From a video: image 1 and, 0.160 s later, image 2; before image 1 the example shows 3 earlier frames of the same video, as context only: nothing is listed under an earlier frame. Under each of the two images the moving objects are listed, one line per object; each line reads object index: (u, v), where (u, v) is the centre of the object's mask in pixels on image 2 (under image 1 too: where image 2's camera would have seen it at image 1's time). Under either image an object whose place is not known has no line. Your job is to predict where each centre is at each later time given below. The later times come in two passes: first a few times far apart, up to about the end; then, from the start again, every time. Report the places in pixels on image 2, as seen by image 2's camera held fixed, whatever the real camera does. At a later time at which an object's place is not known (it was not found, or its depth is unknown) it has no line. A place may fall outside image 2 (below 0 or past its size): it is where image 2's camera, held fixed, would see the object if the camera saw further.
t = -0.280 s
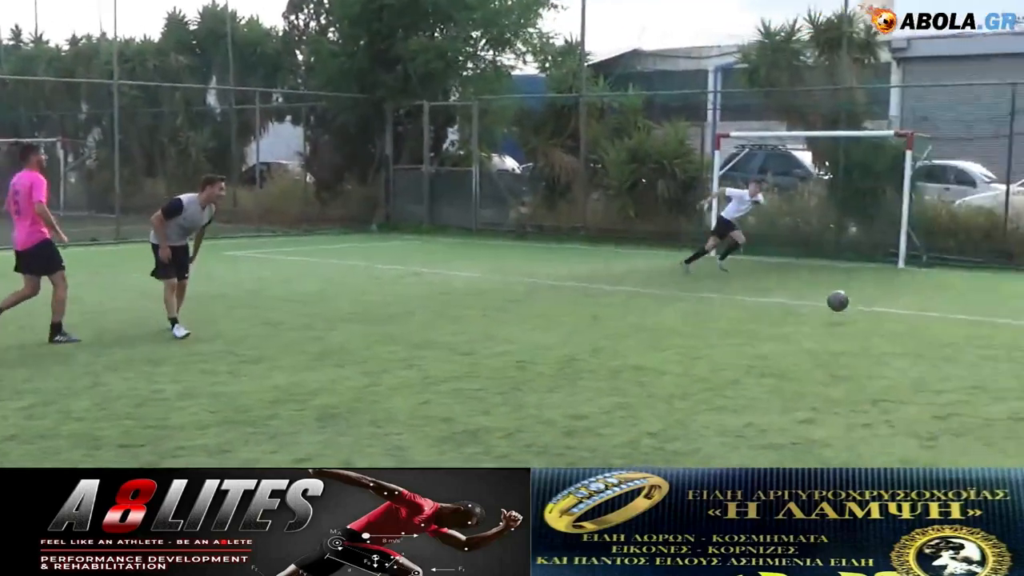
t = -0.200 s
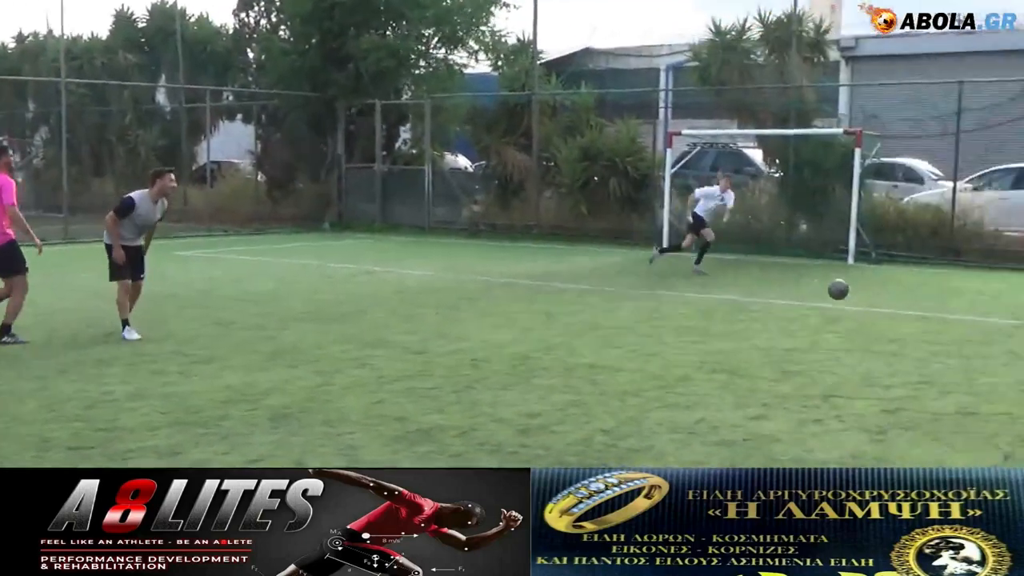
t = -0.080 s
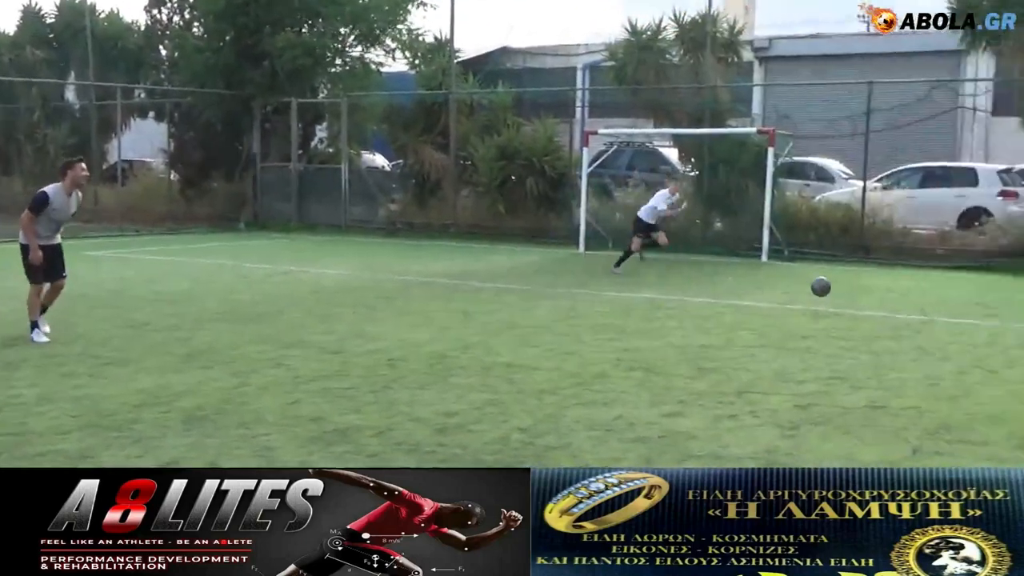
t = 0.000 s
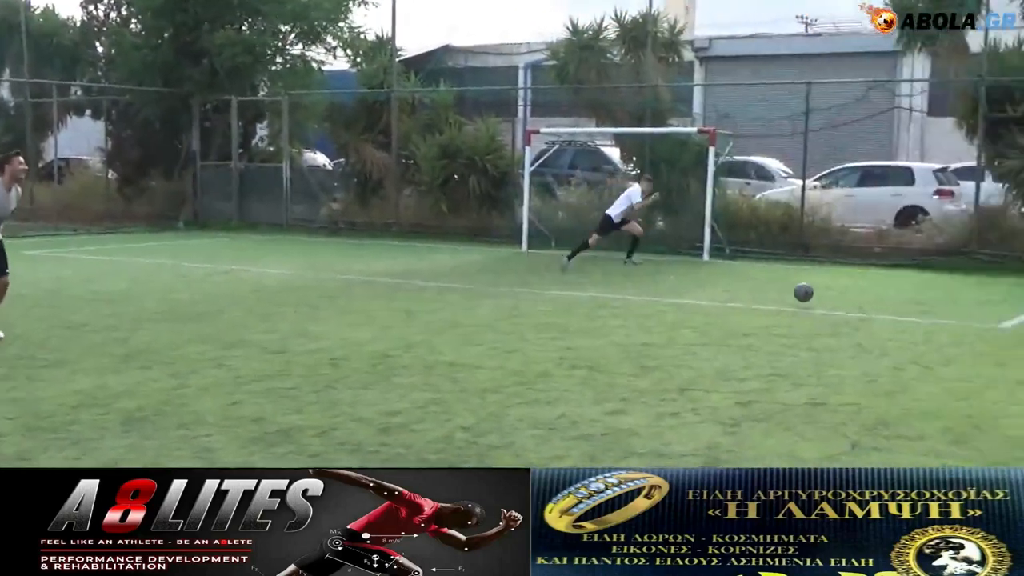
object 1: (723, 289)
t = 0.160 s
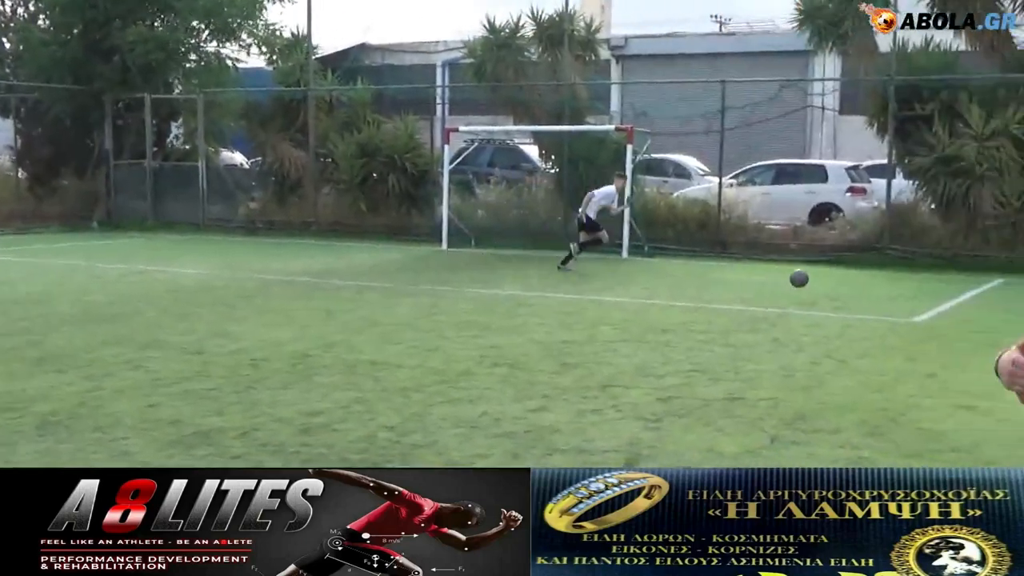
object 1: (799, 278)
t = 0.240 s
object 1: (836, 275)
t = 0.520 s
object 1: (947, 282)
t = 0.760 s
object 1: (1033, 278)
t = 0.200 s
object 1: (817, 276)
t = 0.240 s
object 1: (836, 275)
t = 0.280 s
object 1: (854, 276)
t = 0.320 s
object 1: (872, 278)
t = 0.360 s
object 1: (888, 283)
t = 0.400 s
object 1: (903, 287)
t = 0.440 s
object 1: (918, 288)
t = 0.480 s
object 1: (933, 284)
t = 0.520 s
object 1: (947, 282)
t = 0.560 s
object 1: (962, 282)
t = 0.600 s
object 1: (976, 283)
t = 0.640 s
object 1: (991, 285)
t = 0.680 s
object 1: (1005, 285)
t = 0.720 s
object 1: (1019, 279)
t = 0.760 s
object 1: (1033, 278)
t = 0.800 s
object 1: (1045, 277)
